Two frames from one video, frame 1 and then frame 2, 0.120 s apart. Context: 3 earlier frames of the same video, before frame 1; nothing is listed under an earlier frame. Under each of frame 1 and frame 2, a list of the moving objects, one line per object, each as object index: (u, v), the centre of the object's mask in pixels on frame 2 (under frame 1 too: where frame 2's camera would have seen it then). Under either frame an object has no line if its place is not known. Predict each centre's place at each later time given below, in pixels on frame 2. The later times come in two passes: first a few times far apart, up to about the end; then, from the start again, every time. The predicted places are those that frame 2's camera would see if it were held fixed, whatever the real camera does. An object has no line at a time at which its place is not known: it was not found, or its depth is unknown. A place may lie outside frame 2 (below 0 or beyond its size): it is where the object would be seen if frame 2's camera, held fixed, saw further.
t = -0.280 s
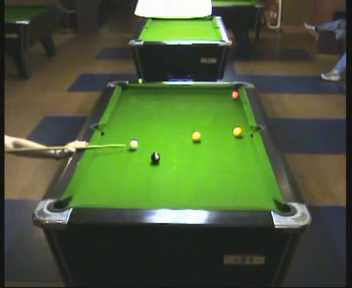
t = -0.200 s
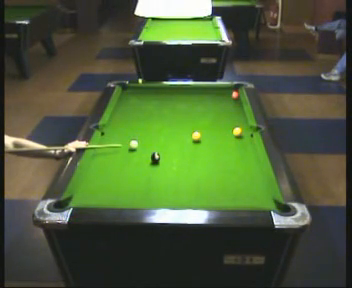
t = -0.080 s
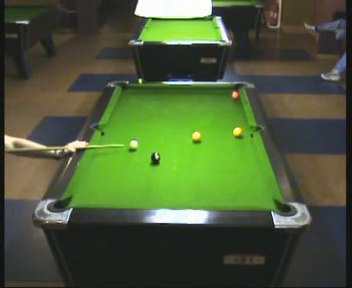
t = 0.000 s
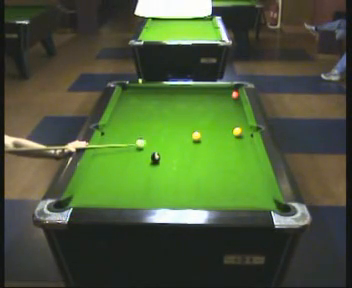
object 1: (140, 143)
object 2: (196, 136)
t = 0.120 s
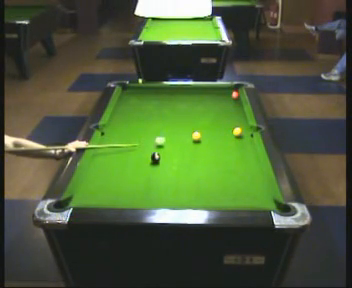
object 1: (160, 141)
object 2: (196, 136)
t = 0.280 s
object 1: (183, 138)
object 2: (196, 136)
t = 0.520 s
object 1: (191, 137)
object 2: (214, 134)
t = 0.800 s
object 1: (195, 135)
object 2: (230, 132)
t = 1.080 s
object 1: (198, 135)
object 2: (234, 132)
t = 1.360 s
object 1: (201, 134)
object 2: (235, 132)
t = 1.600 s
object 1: (201, 134)
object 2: (236, 132)
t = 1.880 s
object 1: (202, 134)
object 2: (236, 132)
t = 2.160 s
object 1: (201, 134)
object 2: (236, 132)
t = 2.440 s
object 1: (201, 134)
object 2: (236, 132)
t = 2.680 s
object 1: (201, 134)
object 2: (236, 132)
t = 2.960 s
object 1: (202, 134)
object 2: (236, 132)
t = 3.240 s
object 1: (201, 134)
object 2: (236, 132)
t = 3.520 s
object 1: (201, 134)
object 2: (236, 132)
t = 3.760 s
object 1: (201, 134)
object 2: (236, 132)
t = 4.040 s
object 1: (202, 134)
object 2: (236, 132)
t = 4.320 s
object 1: (202, 134)
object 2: (236, 132)
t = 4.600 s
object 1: (201, 134)
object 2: (236, 132)
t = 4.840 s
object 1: (202, 134)
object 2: (236, 132)
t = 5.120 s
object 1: (202, 134)
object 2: (236, 132)
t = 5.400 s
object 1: (202, 134)
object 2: (236, 132)
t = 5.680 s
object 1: (202, 134)
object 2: (236, 132)
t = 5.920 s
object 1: (202, 134)
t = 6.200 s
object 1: (202, 134)
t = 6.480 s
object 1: (202, 134)
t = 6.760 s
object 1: (202, 134)
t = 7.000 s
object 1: (202, 134)
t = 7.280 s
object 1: (202, 134)
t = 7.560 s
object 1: (202, 134)
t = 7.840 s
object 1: (202, 134)
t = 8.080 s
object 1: (202, 134)
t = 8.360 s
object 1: (202, 134)
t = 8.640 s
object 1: (201, 134)
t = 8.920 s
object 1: (201, 134)
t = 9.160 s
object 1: (202, 134)
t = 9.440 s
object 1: (202, 134)
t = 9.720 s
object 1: (202, 134)
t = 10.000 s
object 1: (201, 134)
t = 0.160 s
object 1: (165, 141)
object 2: (196, 136)
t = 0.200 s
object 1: (171, 140)
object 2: (196, 136)
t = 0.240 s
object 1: (177, 139)
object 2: (196, 136)
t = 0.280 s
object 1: (183, 138)
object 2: (196, 136)
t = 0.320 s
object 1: (188, 137)
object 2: (197, 136)
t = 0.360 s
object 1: (188, 137)
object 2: (201, 136)
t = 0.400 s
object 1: (189, 137)
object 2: (204, 135)
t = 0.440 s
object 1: (189, 137)
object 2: (208, 135)
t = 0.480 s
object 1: (190, 137)
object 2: (211, 134)
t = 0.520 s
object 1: (191, 137)
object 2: (214, 134)
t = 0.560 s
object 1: (192, 137)
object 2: (217, 134)
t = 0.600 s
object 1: (192, 136)
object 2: (220, 133)
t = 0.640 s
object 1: (193, 136)
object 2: (223, 133)
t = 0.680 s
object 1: (194, 136)
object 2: (226, 133)
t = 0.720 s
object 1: (194, 136)
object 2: (229, 133)
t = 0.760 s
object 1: (195, 136)
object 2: (230, 133)
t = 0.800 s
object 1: (195, 135)
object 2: (230, 132)
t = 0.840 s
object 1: (196, 135)
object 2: (231, 133)
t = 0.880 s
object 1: (196, 135)
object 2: (231, 133)
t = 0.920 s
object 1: (197, 135)
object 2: (232, 132)
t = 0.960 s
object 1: (198, 135)
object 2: (232, 133)
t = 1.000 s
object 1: (198, 135)
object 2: (233, 132)
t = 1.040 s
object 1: (198, 135)
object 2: (233, 132)
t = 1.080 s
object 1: (198, 135)
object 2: (234, 132)
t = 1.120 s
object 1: (199, 135)
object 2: (234, 132)
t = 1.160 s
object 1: (199, 135)
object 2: (234, 132)
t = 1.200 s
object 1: (200, 135)
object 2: (234, 132)
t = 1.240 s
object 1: (200, 135)
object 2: (235, 132)
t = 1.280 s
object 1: (200, 135)
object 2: (235, 132)
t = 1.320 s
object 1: (200, 135)
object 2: (235, 132)
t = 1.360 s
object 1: (201, 134)
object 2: (235, 132)
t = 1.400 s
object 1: (201, 135)
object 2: (235, 132)
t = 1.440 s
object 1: (201, 134)
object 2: (236, 132)
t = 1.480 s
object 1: (201, 134)
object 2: (236, 132)
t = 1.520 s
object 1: (201, 134)
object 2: (236, 132)
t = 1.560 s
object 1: (201, 135)
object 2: (236, 132)
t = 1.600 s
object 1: (201, 134)
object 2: (236, 132)
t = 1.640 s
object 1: (202, 134)
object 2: (236, 132)
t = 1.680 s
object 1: (202, 134)
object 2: (236, 132)
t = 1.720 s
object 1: (202, 134)
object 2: (236, 132)
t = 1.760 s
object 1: (202, 134)
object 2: (236, 132)
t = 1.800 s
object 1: (202, 134)
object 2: (236, 132)
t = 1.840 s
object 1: (202, 134)
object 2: (236, 132)
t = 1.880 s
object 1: (202, 134)
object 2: (236, 132)
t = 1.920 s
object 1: (202, 134)
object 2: (236, 132)
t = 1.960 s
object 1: (202, 134)
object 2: (236, 132)
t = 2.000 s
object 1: (202, 134)
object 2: (236, 132)
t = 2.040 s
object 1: (202, 134)
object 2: (236, 132)
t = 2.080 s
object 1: (202, 134)
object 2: (236, 132)
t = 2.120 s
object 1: (202, 134)
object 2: (236, 132)
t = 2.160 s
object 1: (201, 134)
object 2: (236, 132)
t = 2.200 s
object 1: (201, 134)
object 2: (236, 132)
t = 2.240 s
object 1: (201, 134)
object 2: (236, 132)
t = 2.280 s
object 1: (201, 134)
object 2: (236, 132)
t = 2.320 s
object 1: (201, 134)
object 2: (236, 132)
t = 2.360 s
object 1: (201, 134)
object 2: (236, 132)
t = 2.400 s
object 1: (201, 134)
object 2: (236, 132)
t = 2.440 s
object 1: (201, 134)
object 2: (236, 132)
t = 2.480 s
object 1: (201, 134)
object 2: (236, 132)
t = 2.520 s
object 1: (201, 134)
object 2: (236, 132)
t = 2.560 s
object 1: (201, 134)
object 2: (236, 132)
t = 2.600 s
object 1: (201, 134)
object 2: (236, 132)
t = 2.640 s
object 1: (201, 134)
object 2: (236, 132)
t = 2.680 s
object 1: (201, 134)
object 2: (236, 132)
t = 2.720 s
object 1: (201, 134)
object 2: (236, 132)
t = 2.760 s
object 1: (202, 134)
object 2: (236, 132)
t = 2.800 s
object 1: (201, 134)
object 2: (236, 132)
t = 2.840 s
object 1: (202, 134)
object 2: (236, 132)
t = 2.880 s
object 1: (201, 134)
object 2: (236, 132)
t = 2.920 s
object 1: (201, 134)
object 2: (236, 132)
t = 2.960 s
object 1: (202, 134)
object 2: (236, 132)
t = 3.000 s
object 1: (202, 134)
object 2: (236, 132)
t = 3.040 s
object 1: (202, 134)
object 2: (236, 132)
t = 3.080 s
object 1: (202, 134)
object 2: (236, 132)
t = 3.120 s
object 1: (202, 134)
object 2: (236, 132)
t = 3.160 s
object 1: (202, 134)
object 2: (236, 132)
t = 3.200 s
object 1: (202, 134)
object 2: (236, 132)
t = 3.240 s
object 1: (201, 134)
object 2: (236, 132)
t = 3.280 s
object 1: (202, 134)
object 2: (236, 132)
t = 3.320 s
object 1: (202, 134)
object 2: (236, 132)
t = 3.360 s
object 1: (202, 134)
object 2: (236, 132)
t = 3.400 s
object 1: (202, 134)
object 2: (236, 132)
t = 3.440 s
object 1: (202, 134)
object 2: (236, 132)
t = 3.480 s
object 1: (202, 134)
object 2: (236, 132)
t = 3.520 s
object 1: (201, 134)
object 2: (236, 132)
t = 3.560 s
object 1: (201, 134)
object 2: (236, 132)
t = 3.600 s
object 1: (201, 134)
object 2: (236, 132)
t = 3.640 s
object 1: (201, 134)
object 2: (236, 132)
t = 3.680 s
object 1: (201, 134)
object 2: (236, 132)
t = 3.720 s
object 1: (201, 134)
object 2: (236, 132)
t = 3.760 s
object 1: (201, 134)
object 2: (236, 132)
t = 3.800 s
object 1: (201, 134)
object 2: (236, 132)
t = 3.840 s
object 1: (201, 134)
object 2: (236, 132)
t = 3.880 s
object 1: (201, 134)
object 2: (236, 132)
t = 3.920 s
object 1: (201, 134)
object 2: (236, 132)
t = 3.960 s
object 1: (201, 134)
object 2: (236, 132)
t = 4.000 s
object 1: (201, 134)
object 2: (236, 132)
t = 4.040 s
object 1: (202, 134)
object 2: (236, 132)
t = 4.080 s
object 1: (202, 134)
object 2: (236, 132)
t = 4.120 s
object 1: (202, 134)
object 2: (236, 132)
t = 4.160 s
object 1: (202, 134)
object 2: (236, 132)
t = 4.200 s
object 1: (202, 134)
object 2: (236, 132)
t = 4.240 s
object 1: (202, 134)
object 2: (236, 132)
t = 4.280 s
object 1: (202, 134)
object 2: (236, 132)
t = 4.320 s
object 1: (202, 134)
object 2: (236, 132)
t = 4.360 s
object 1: (202, 134)
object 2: (236, 132)
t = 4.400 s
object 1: (202, 134)
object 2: (236, 132)
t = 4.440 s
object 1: (202, 134)
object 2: (236, 132)
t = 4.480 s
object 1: (202, 134)
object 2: (236, 132)
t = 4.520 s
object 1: (202, 134)
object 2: (236, 132)
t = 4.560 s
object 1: (202, 134)
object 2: (236, 132)
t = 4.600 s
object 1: (201, 134)
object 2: (236, 132)
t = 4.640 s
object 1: (202, 134)
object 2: (236, 132)
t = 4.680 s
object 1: (202, 134)
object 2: (236, 132)
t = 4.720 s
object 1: (202, 134)
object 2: (236, 132)
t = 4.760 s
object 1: (202, 134)
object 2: (236, 132)
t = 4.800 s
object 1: (202, 134)
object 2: (236, 132)
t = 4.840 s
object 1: (202, 134)
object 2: (236, 132)
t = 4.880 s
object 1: (202, 134)
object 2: (236, 132)
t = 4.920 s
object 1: (202, 134)
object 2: (236, 132)
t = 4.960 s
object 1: (202, 134)
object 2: (236, 132)
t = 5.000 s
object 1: (202, 134)
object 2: (236, 132)
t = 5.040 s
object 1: (202, 134)
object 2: (236, 132)
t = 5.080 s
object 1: (202, 134)
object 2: (236, 132)
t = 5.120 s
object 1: (202, 134)
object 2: (236, 132)
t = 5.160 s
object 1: (202, 134)
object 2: (236, 132)
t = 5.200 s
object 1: (202, 134)
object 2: (236, 132)
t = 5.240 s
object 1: (202, 134)
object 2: (236, 132)
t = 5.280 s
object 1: (202, 134)
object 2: (236, 132)
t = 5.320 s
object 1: (202, 134)
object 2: (236, 132)
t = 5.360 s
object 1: (202, 134)
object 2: (236, 132)
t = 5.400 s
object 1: (202, 134)
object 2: (236, 132)
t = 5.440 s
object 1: (202, 134)
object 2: (236, 132)
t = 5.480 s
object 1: (202, 134)
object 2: (236, 132)
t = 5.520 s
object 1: (202, 134)
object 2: (236, 132)
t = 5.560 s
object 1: (202, 134)
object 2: (236, 132)
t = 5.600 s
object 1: (202, 134)
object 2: (236, 132)
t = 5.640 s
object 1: (202, 134)
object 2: (236, 132)
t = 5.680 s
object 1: (202, 134)
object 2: (236, 132)
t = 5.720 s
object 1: (202, 134)
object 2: (236, 132)
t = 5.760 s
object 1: (202, 134)
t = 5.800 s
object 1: (202, 134)
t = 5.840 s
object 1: (202, 134)
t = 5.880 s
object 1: (202, 134)
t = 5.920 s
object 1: (202, 134)
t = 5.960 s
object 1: (202, 134)
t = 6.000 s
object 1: (202, 134)
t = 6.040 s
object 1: (202, 134)
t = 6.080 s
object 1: (202, 134)
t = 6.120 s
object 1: (202, 134)
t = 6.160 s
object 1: (202, 134)
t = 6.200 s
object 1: (202, 134)
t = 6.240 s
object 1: (202, 134)
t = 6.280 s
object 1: (202, 134)
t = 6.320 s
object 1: (202, 134)
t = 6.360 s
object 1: (202, 134)
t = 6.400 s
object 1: (202, 134)
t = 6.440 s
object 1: (202, 134)
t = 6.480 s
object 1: (202, 134)
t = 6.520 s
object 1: (202, 134)
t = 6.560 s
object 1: (202, 134)
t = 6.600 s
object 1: (202, 134)
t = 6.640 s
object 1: (202, 134)
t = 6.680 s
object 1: (202, 134)
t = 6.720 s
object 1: (202, 134)
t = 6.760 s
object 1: (202, 134)
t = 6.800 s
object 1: (202, 134)
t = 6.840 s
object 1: (202, 134)
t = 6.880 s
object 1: (202, 134)
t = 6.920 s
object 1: (202, 134)
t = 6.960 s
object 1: (202, 134)
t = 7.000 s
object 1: (202, 134)
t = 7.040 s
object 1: (202, 134)
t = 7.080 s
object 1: (202, 134)
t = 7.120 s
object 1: (202, 134)
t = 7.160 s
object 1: (202, 134)
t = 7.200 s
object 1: (202, 134)
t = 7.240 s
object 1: (202, 134)
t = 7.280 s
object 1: (202, 134)
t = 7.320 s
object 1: (202, 134)
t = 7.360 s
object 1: (202, 134)
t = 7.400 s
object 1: (202, 134)
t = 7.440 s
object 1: (202, 134)
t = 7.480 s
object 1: (202, 134)
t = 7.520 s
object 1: (202, 134)
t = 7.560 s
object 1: (202, 134)
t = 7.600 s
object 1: (202, 134)
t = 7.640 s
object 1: (202, 134)
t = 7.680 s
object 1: (202, 134)
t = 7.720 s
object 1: (202, 134)
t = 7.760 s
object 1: (202, 134)
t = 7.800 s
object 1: (202, 134)
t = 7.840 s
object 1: (202, 134)
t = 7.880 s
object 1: (202, 134)
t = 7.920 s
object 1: (202, 134)
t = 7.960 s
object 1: (202, 134)
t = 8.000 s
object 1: (202, 134)
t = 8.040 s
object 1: (202, 134)
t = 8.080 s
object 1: (202, 134)
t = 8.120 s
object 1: (202, 134)
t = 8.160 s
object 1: (202, 134)
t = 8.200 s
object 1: (202, 134)
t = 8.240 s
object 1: (202, 134)
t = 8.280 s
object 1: (202, 134)
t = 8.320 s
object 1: (202, 134)
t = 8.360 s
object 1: (202, 134)
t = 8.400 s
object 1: (202, 134)
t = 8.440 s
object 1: (202, 134)
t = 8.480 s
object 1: (202, 134)
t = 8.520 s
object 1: (202, 134)
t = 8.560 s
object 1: (201, 134)
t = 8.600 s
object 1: (202, 134)
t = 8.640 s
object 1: (201, 134)
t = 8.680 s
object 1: (201, 134)
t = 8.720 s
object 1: (201, 134)
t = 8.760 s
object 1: (201, 134)
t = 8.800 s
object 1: (201, 134)
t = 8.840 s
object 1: (201, 134)
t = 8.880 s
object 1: (201, 134)
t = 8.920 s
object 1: (201, 134)
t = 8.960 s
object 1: (202, 134)
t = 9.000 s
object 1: (202, 134)
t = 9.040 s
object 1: (202, 134)
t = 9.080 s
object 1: (202, 134)
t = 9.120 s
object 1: (202, 134)
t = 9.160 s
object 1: (202, 134)
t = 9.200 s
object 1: (202, 134)
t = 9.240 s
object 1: (202, 134)
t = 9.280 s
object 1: (202, 134)
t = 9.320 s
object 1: (202, 134)
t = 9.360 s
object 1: (202, 134)
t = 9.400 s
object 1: (202, 134)
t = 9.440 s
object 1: (202, 134)
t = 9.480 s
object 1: (202, 134)
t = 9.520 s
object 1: (202, 134)
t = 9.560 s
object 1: (202, 134)
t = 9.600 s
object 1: (202, 134)
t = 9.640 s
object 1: (202, 134)
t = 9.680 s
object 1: (202, 134)
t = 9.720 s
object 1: (202, 134)
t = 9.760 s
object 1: (202, 134)
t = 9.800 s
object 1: (202, 134)
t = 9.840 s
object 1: (202, 134)
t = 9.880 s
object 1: (202, 134)
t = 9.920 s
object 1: (202, 134)
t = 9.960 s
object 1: (201, 134)
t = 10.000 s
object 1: (201, 134)
